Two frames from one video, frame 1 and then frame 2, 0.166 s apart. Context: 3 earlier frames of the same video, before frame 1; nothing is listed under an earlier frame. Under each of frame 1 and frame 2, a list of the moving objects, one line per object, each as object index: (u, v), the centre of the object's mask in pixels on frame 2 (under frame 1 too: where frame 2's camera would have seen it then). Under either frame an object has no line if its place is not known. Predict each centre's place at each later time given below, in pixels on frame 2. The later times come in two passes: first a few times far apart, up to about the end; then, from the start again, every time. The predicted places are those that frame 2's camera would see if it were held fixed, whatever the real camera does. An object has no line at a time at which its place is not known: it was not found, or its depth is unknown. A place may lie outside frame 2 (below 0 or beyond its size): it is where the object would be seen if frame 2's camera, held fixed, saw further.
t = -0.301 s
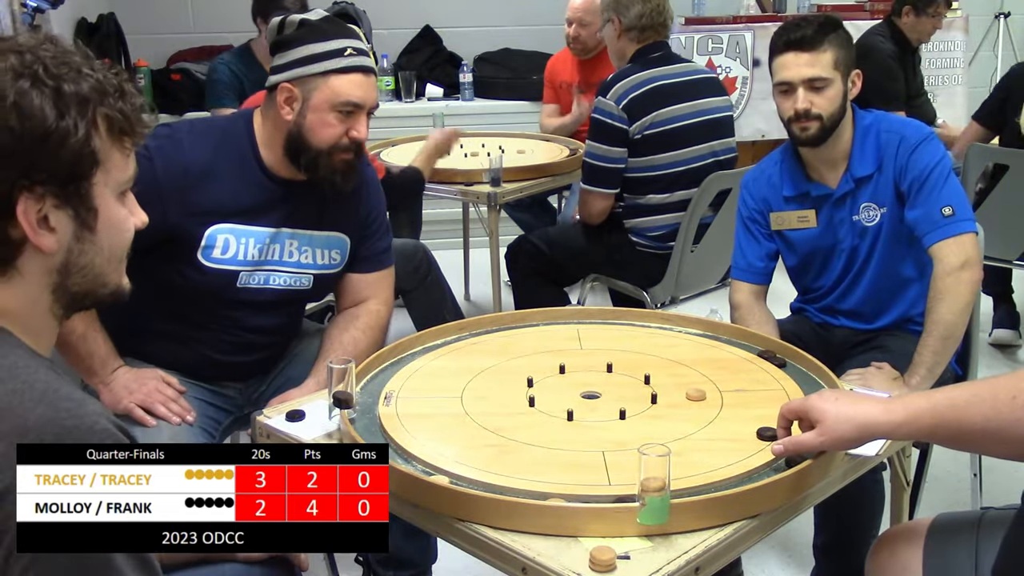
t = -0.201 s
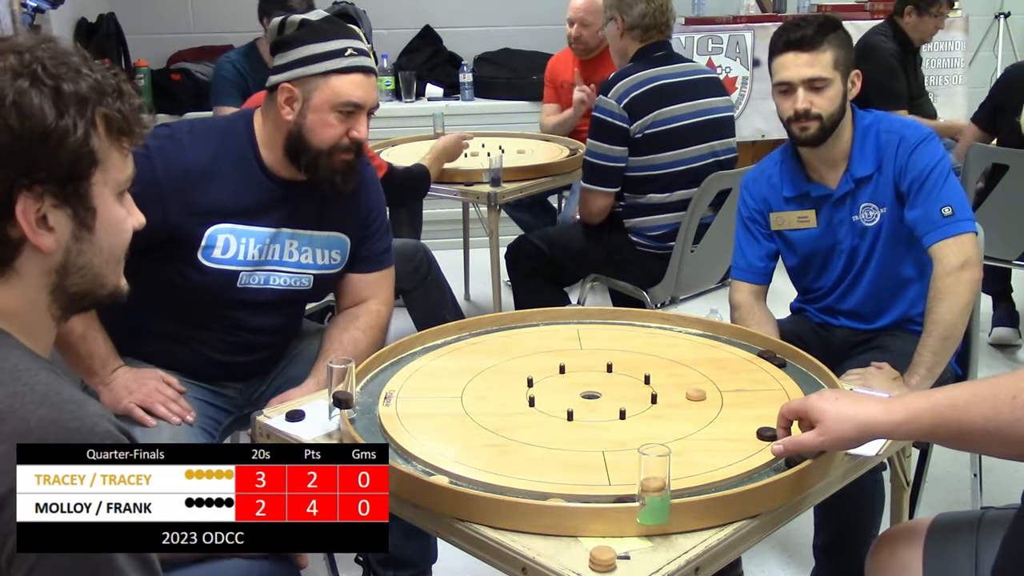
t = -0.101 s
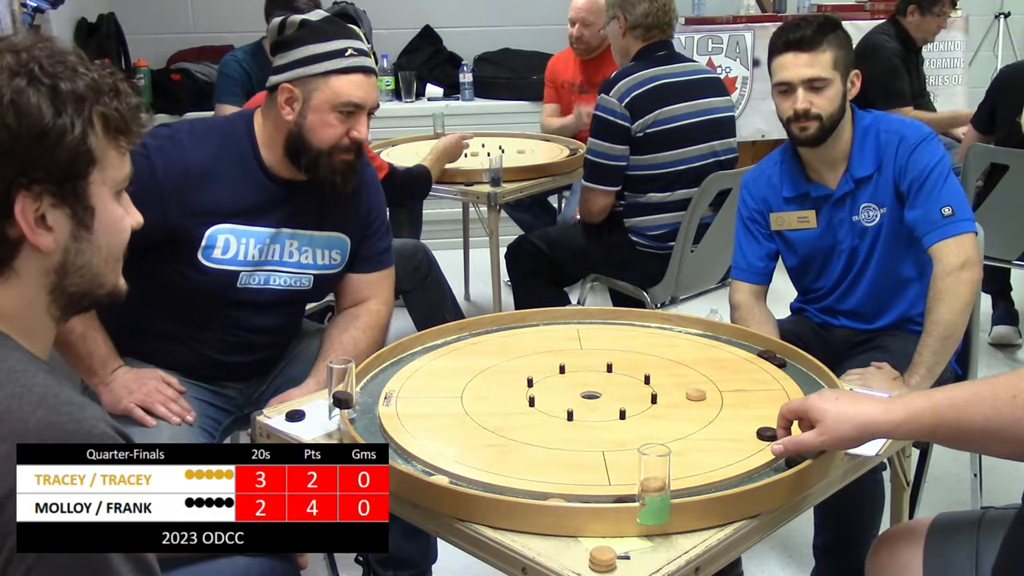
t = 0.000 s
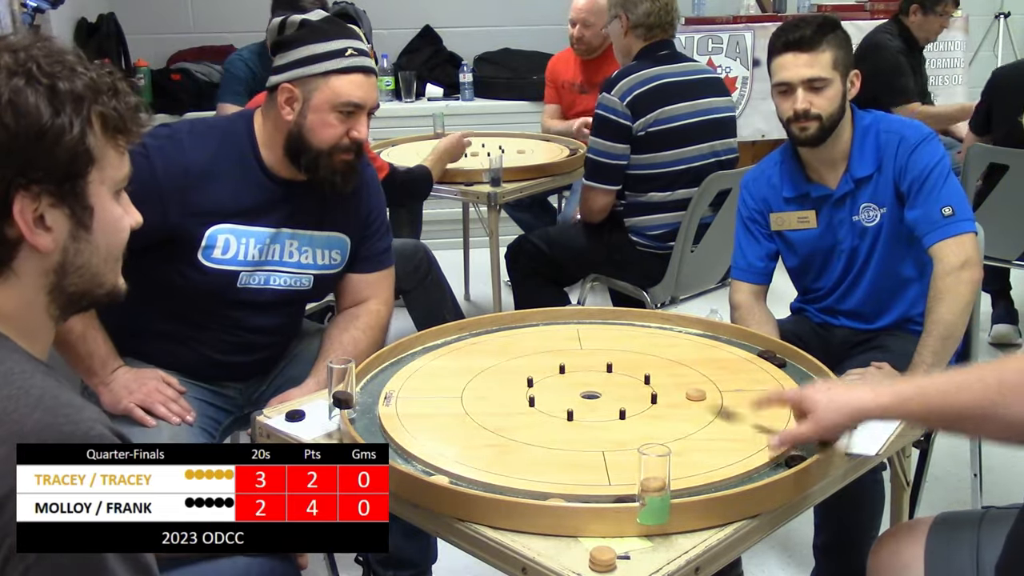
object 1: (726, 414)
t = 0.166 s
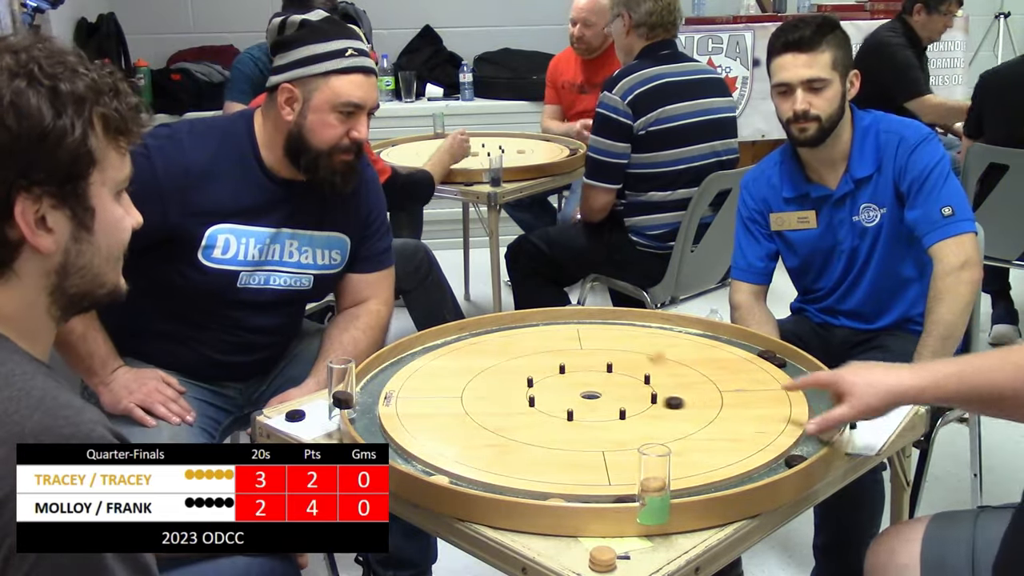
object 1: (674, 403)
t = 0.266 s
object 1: (693, 406)
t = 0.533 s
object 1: (714, 410)
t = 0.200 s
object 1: (681, 404)
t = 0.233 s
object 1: (688, 405)
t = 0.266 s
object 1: (693, 406)
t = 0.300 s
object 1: (698, 407)
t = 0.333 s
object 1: (702, 407)
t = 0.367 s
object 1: (706, 408)
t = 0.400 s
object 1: (709, 408)
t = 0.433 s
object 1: (711, 409)
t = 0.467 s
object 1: (712, 409)
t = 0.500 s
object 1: (713, 409)
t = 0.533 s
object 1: (714, 410)
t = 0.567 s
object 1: (714, 409)
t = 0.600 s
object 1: (714, 409)
